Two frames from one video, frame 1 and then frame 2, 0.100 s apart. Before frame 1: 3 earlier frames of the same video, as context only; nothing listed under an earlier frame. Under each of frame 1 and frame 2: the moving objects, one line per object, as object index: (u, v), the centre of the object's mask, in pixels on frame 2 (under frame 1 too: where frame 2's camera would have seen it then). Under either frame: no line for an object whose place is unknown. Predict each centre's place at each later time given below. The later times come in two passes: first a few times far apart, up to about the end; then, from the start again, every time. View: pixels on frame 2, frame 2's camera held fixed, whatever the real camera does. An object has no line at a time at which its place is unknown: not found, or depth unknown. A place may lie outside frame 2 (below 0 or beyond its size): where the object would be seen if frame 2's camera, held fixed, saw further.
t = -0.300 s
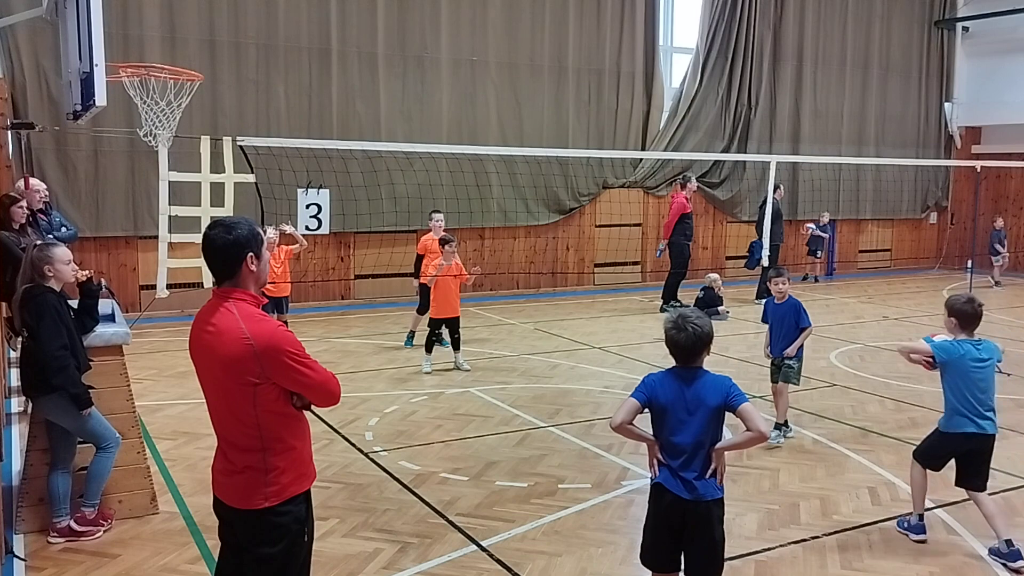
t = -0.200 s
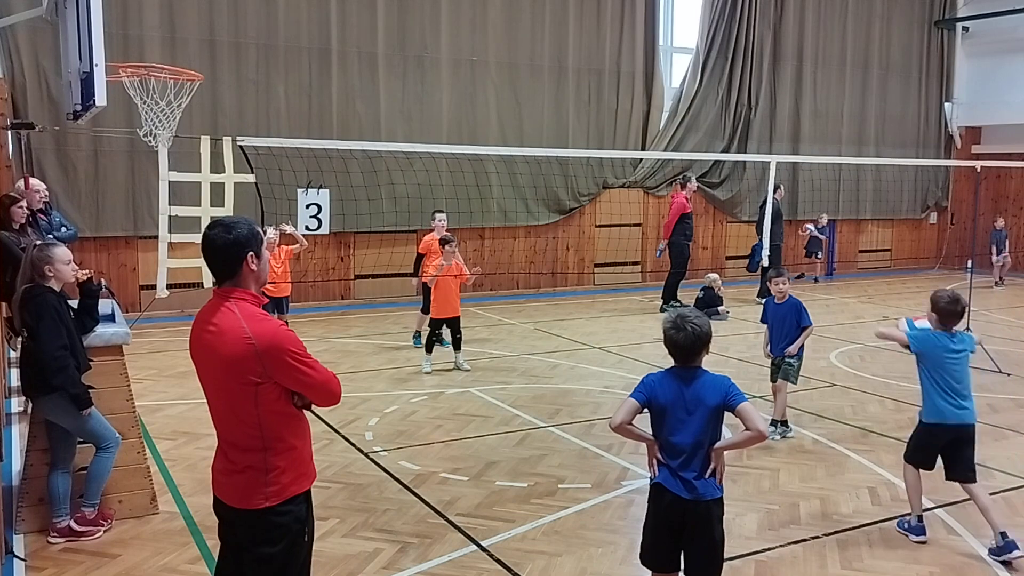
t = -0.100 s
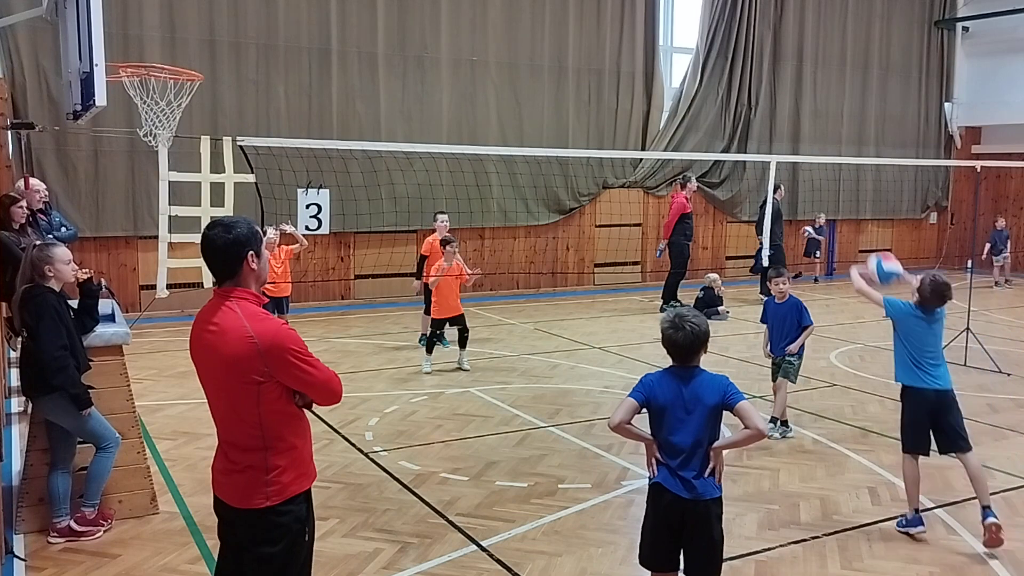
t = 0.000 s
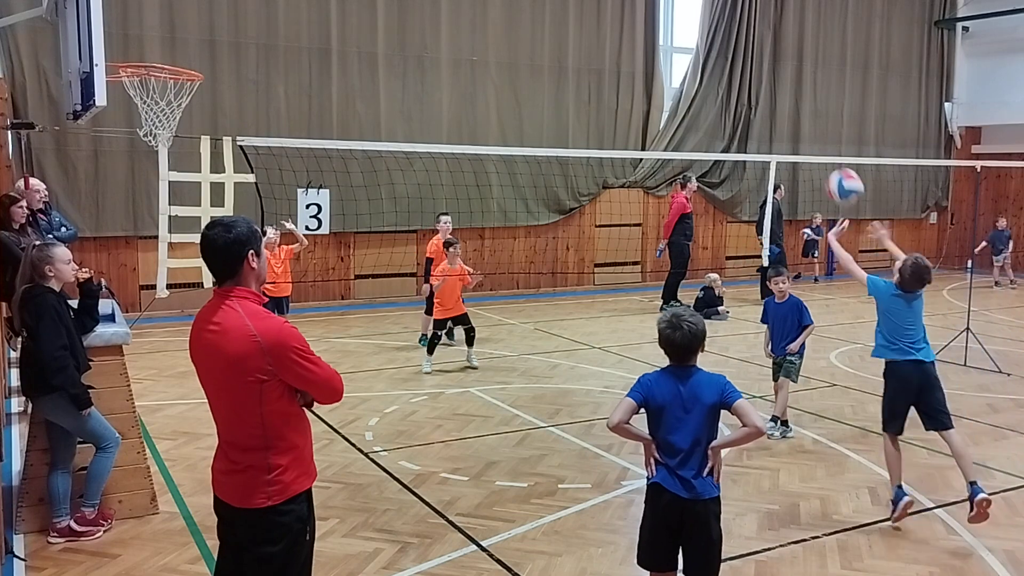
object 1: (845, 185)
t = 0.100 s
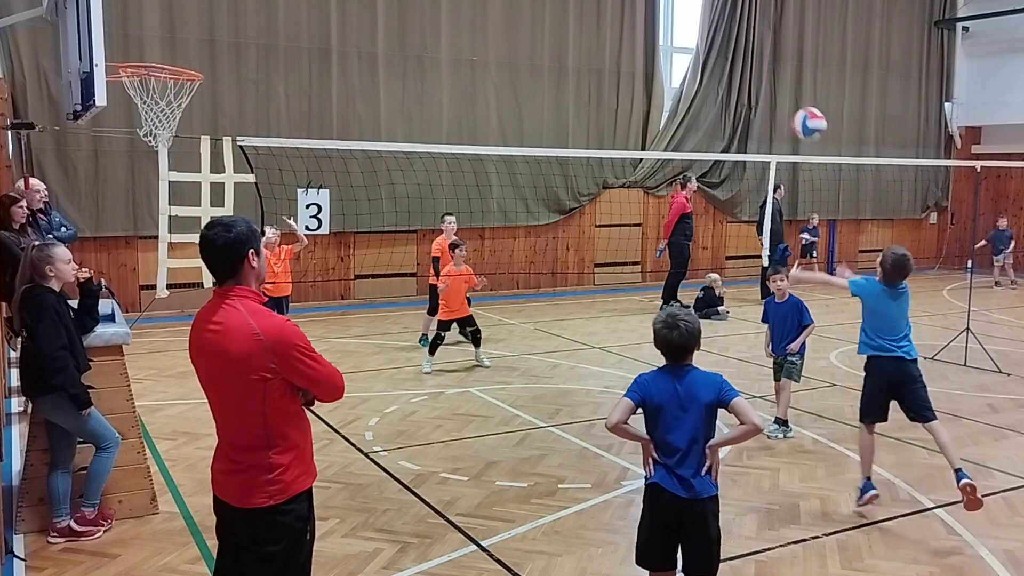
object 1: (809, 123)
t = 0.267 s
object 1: (757, 65)
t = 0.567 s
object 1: (682, 68)
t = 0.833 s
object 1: (633, 144)
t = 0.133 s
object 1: (798, 107)
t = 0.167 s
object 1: (787, 94)
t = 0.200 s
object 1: (777, 83)
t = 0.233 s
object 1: (767, 73)
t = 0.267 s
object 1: (757, 65)
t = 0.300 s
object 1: (747, 60)
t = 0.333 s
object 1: (738, 55)
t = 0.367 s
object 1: (730, 53)
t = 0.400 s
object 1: (721, 52)
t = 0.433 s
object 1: (713, 52)
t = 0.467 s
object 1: (705, 55)
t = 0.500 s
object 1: (698, 57)
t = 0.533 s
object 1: (690, 61)
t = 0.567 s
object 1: (682, 68)
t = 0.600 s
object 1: (675, 75)
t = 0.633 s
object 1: (668, 82)
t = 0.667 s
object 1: (661, 91)
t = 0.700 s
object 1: (655, 100)
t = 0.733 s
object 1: (650, 111)
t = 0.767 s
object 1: (644, 122)
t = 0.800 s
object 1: (638, 134)
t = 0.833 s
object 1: (633, 144)
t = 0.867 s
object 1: (627, 165)
